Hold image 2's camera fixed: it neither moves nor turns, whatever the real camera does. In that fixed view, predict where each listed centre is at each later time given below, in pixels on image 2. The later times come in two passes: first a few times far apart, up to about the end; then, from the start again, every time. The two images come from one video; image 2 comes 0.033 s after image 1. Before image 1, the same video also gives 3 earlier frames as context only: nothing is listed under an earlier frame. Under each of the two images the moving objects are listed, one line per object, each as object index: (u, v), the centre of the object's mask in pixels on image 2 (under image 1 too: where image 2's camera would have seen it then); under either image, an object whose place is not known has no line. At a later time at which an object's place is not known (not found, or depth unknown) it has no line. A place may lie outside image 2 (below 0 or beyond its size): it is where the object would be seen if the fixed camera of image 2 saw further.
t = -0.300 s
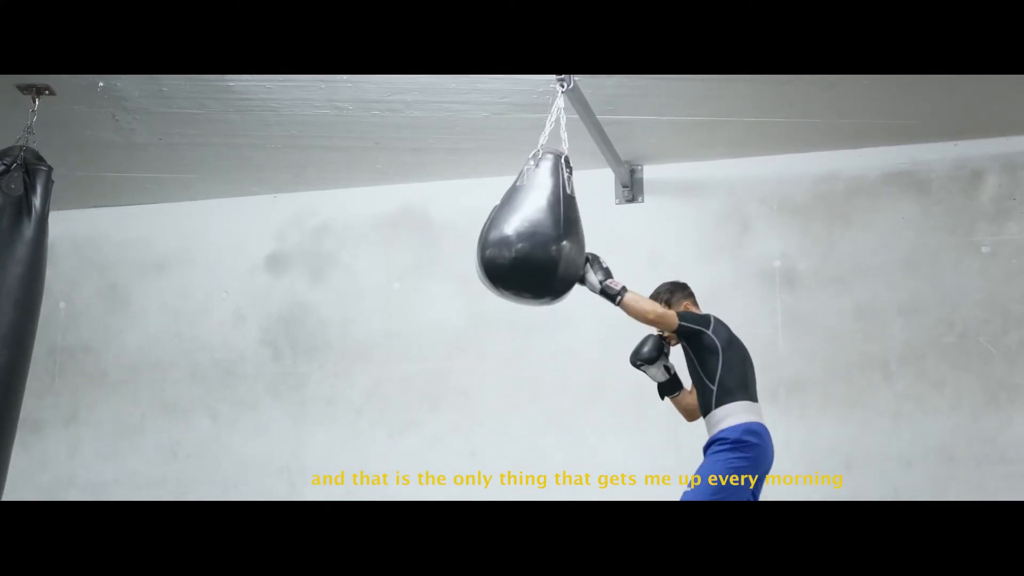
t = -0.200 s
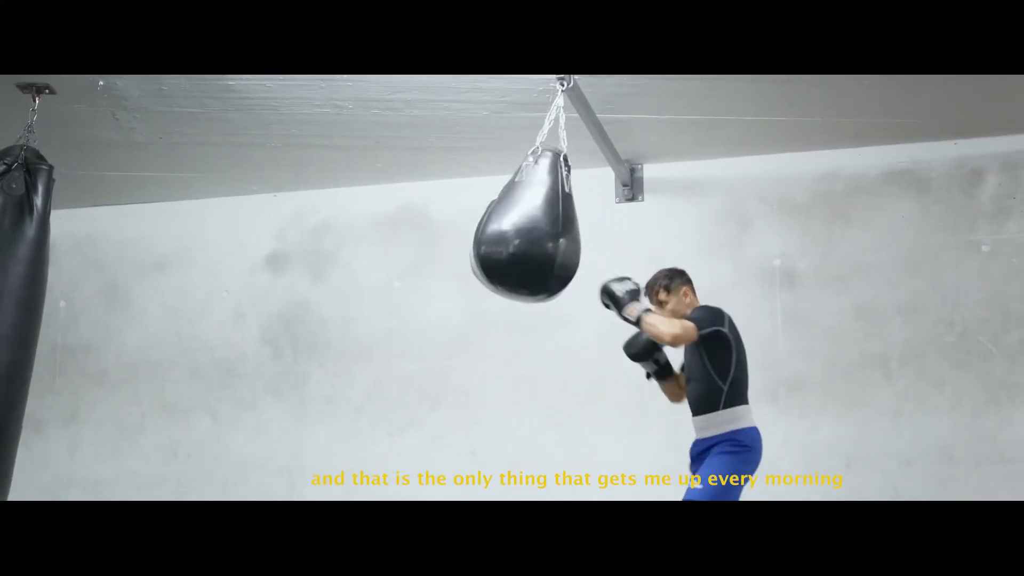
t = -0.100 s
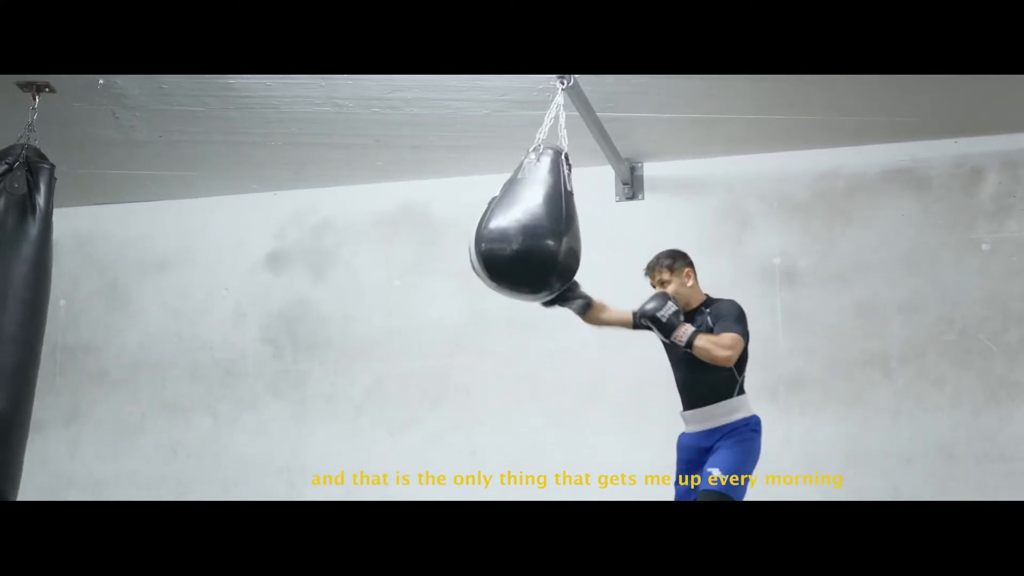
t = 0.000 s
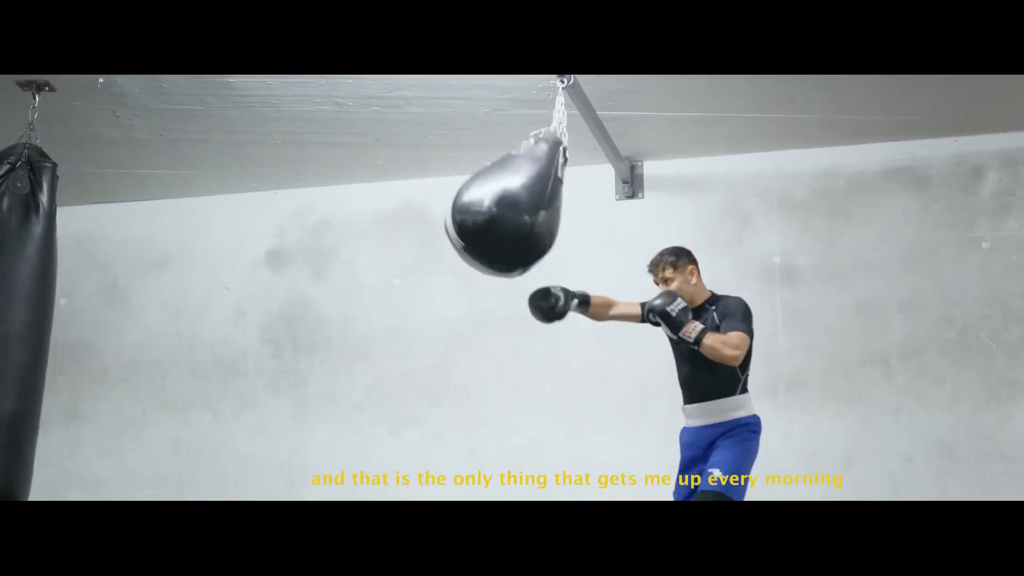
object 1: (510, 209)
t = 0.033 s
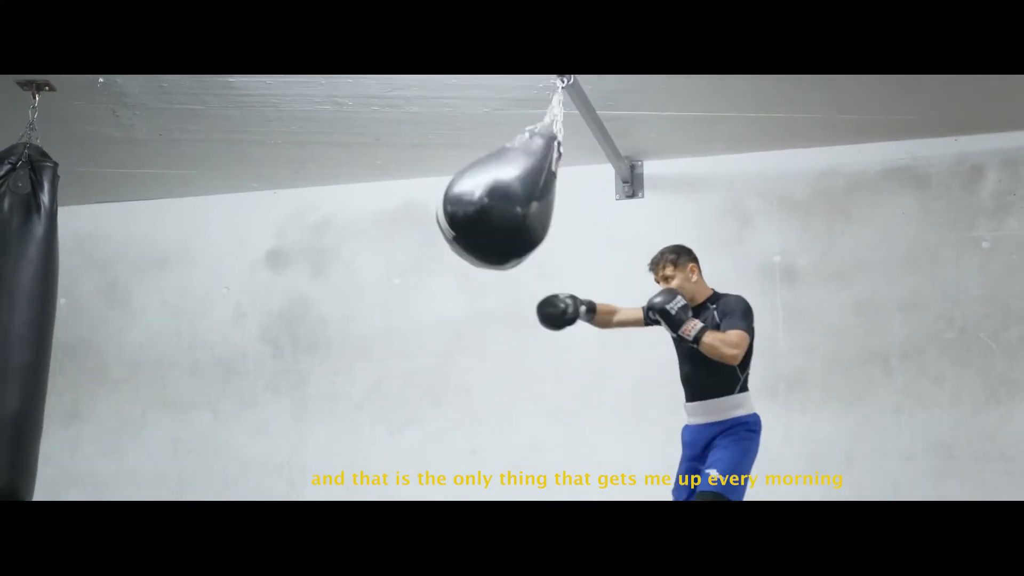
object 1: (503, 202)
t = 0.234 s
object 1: (483, 167)
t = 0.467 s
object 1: (508, 184)
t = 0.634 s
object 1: (551, 220)
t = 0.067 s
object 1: (495, 197)
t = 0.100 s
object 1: (490, 189)
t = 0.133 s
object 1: (487, 182)
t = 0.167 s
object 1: (484, 176)
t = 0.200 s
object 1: (483, 170)
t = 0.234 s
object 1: (483, 167)
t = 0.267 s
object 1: (483, 165)
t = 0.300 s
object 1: (485, 164)
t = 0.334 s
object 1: (487, 165)
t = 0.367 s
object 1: (490, 169)
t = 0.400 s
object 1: (495, 172)
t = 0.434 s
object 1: (501, 177)
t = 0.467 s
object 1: (508, 184)
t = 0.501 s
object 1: (514, 193)
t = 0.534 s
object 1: (523, 201)
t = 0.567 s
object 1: (532, 208)
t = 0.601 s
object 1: (541, 214)
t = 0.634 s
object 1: (551, 220)
